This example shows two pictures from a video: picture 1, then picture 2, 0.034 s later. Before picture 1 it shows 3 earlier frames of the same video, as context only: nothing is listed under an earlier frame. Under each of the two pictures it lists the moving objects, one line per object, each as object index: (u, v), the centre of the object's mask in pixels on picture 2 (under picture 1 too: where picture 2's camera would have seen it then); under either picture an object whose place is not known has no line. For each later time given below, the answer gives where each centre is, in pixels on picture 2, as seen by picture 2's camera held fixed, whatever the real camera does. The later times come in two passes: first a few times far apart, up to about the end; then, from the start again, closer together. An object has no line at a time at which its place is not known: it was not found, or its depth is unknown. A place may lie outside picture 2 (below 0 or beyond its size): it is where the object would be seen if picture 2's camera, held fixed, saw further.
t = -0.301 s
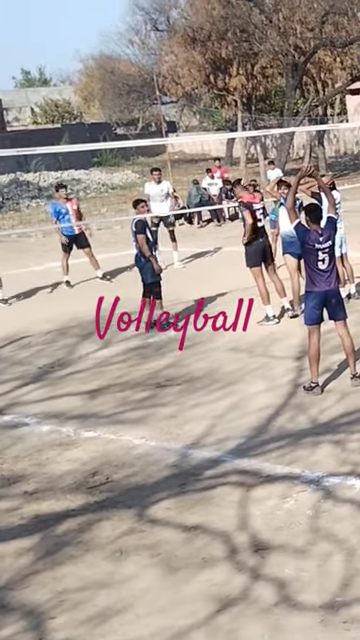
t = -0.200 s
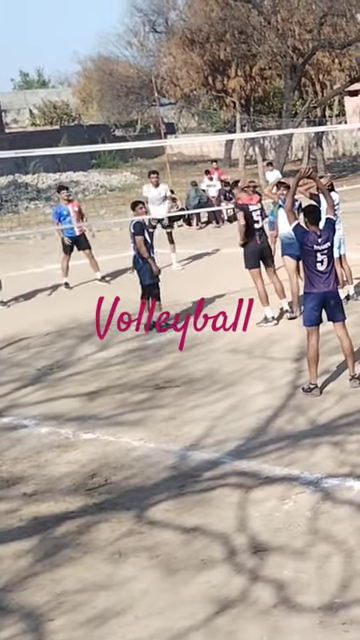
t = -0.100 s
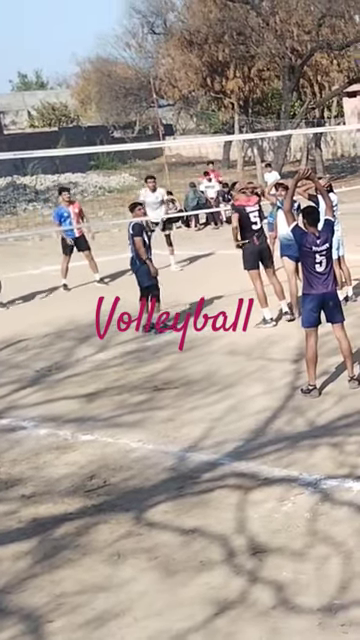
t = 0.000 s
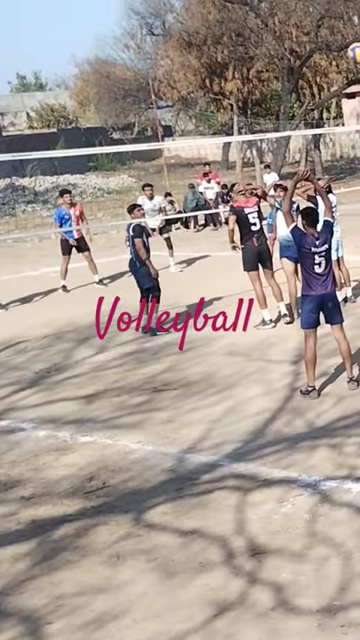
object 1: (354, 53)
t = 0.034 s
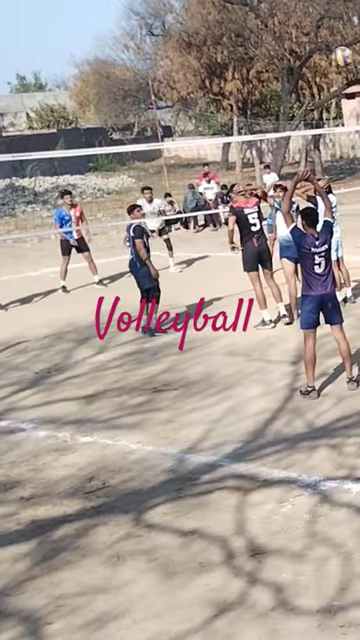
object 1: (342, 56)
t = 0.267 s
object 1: (274, 103)
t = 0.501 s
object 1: (253, 169)
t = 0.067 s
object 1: (328, 60)
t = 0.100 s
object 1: (316, 65)
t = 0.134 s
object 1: (305, 72)
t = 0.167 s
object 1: (296, 79)
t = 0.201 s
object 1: (289, 86)
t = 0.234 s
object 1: (281, 95)
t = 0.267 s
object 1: (274, 103)
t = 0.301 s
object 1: (270, 111)
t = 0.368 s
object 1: (262, 128)
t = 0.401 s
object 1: (260, 141)
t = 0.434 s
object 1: (255, 148)
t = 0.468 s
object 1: (255, 158)
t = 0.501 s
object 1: (253, 169)
